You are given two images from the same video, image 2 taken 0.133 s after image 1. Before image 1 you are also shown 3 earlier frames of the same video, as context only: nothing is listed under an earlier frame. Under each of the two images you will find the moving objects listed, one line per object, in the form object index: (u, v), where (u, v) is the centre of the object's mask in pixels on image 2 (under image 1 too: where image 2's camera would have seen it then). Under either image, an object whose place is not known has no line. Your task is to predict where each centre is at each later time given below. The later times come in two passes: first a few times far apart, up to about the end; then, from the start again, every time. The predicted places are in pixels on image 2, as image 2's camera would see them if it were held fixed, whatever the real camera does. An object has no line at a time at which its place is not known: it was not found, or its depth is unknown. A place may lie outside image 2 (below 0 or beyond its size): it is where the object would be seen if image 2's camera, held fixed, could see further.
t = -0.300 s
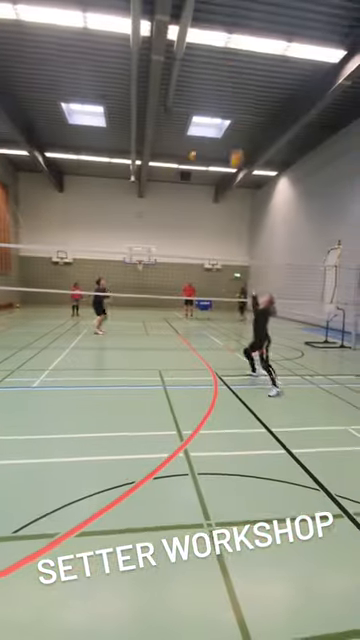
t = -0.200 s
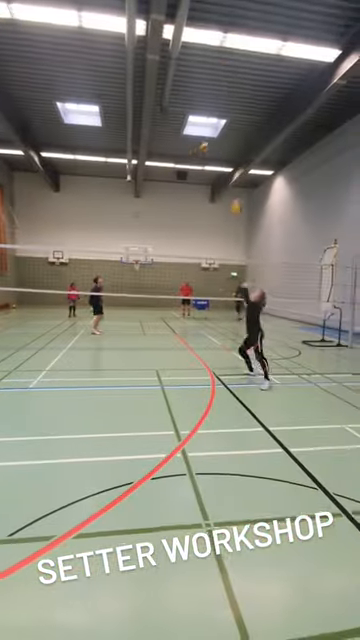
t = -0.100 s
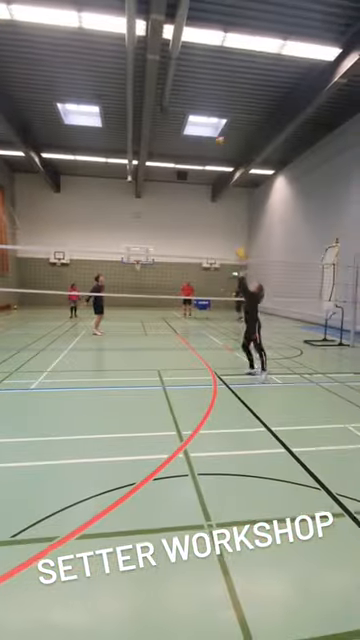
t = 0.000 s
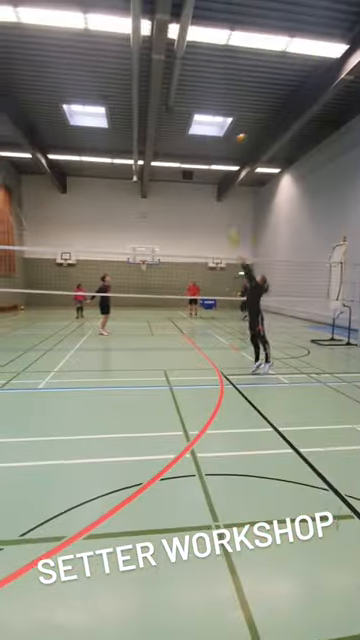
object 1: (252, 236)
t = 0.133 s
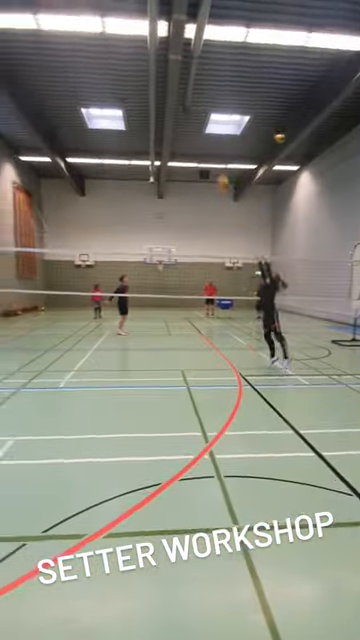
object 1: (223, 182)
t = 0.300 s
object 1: (188, 136)
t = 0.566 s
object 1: (136, 95)
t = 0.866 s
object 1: (80, 98)
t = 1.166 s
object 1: (25, 153)
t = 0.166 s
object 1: (215, 173)
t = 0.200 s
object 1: (208, 160)
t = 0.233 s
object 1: (201, 152)
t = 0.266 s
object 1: (194, 144)
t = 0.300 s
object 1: (188, 136)
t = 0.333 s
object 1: (181, 127)
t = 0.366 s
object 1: (175, 120)
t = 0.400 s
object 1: (168, 115)
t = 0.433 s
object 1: (162, 109)
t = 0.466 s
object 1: (155, 104)
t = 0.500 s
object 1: (149, 101)
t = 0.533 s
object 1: (143, 96)
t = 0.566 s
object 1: (136, 95)
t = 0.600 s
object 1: (130, 92)
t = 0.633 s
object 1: (124, 92)
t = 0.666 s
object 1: (119, 92)
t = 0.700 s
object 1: (112, 92)
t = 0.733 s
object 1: (106, 92)
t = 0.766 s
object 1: (100, 93)
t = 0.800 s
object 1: (93, 95)
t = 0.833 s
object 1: (86, 97)
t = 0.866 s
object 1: (80, 98)
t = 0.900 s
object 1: (74, 104)
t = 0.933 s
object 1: (68, 108)
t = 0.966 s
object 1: (61, 113)
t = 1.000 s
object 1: (55, 119)
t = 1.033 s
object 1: (48, 125)
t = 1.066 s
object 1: (43, 132)
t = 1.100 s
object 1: (37, 138)
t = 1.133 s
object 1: (32, 146)
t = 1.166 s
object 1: (25, 153)
